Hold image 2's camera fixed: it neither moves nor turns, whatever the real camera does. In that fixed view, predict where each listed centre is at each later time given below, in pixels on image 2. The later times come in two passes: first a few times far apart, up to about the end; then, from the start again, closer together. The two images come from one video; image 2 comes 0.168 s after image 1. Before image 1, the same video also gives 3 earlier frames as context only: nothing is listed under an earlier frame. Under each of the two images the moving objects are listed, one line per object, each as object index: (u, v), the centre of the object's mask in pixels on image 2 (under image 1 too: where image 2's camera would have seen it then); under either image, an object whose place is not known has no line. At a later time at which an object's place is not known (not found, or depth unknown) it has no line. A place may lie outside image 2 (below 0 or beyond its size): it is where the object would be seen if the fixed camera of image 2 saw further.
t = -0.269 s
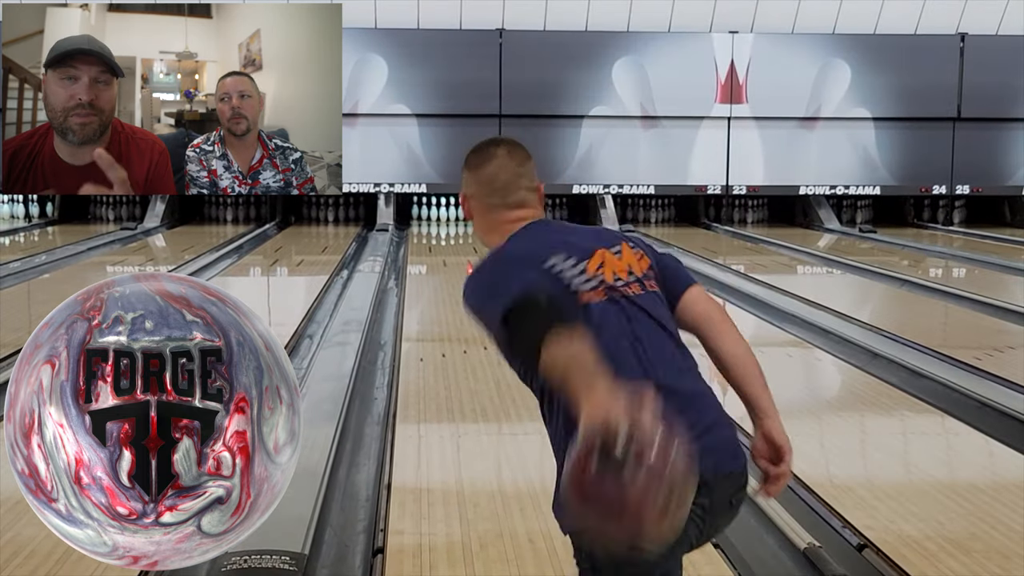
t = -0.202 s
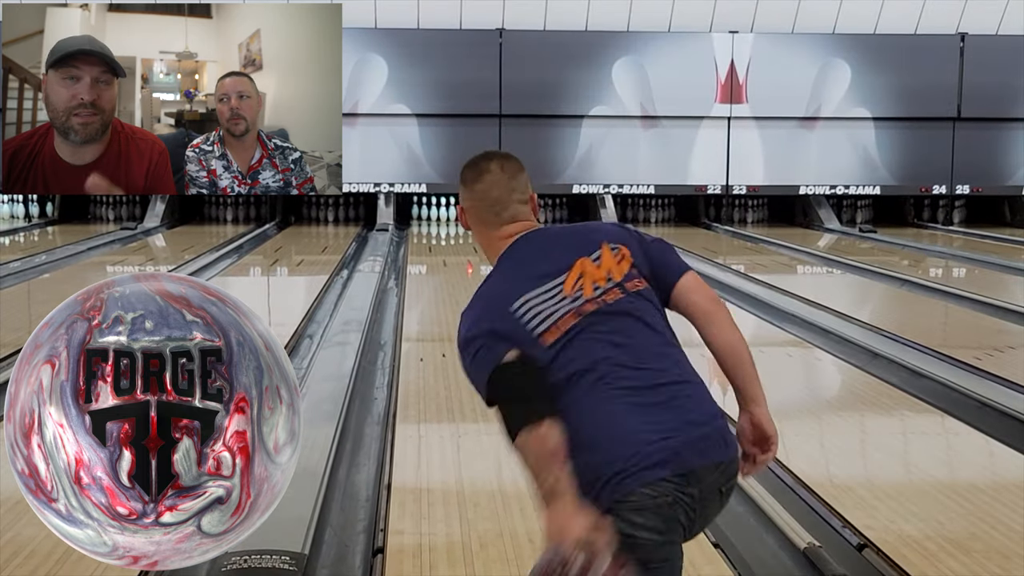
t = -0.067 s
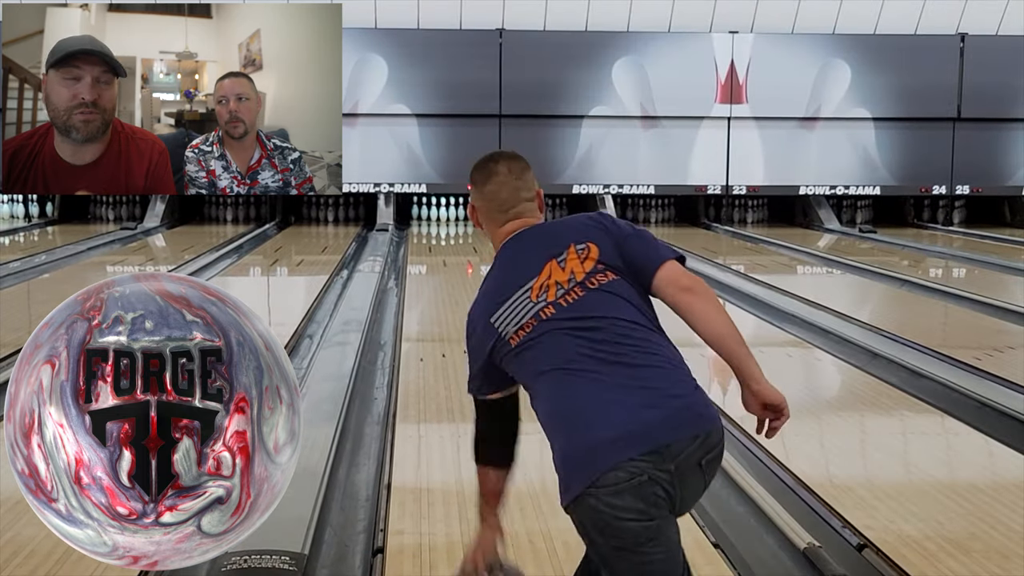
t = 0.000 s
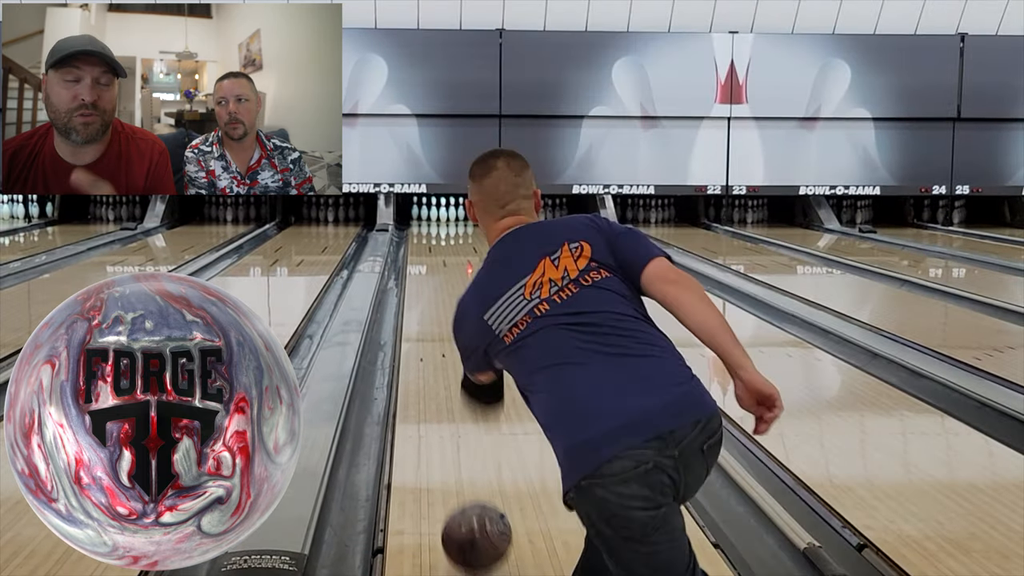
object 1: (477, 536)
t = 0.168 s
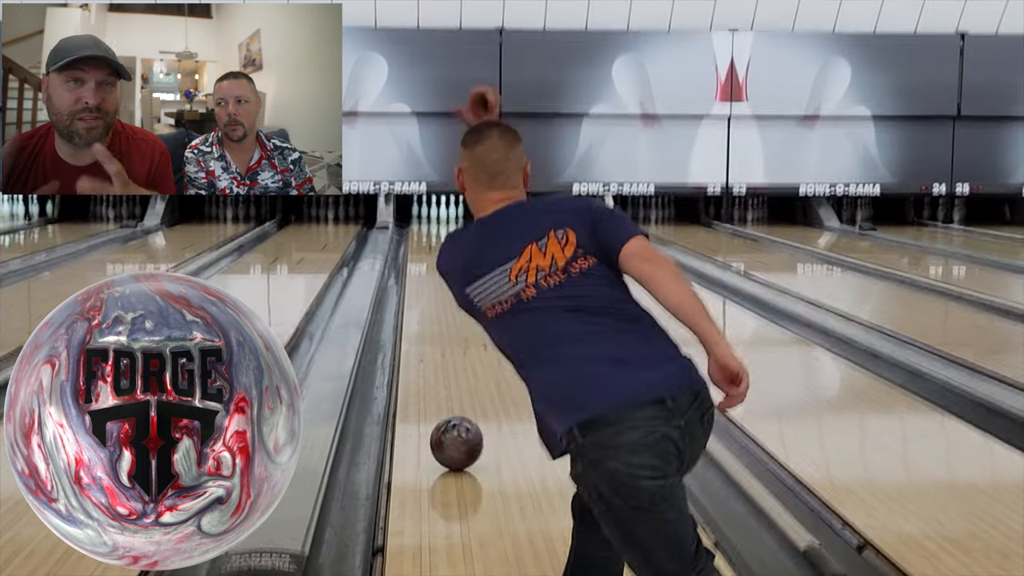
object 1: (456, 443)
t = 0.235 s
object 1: (451, 416)
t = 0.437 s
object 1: (440, 357)
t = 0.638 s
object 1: (434, 319)
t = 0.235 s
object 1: (451, 416)
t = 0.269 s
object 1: (449, 403)
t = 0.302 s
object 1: (447, 394)
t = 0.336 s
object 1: (445, 383)
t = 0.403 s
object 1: (442, 365)
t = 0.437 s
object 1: (440, 357)
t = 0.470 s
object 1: (439, 350)
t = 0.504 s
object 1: (438, 342)
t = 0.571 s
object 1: (436, 330)
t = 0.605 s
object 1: (435, 324)
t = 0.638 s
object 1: (434, 319)
